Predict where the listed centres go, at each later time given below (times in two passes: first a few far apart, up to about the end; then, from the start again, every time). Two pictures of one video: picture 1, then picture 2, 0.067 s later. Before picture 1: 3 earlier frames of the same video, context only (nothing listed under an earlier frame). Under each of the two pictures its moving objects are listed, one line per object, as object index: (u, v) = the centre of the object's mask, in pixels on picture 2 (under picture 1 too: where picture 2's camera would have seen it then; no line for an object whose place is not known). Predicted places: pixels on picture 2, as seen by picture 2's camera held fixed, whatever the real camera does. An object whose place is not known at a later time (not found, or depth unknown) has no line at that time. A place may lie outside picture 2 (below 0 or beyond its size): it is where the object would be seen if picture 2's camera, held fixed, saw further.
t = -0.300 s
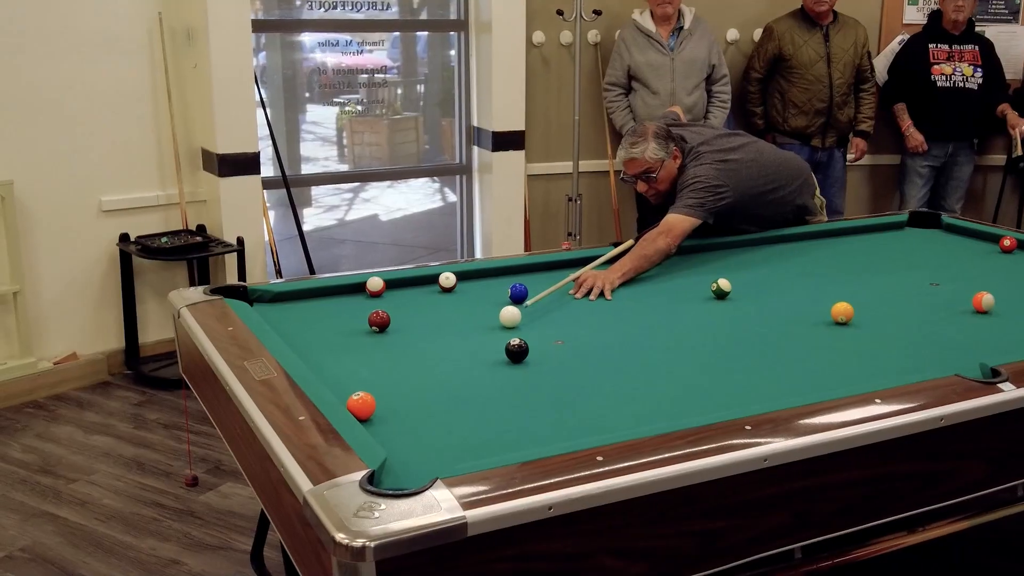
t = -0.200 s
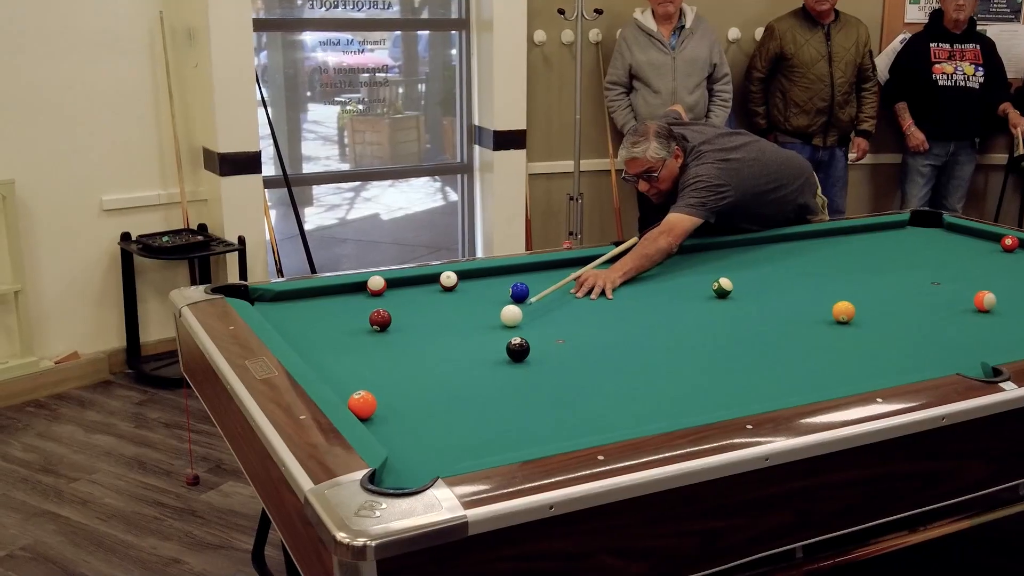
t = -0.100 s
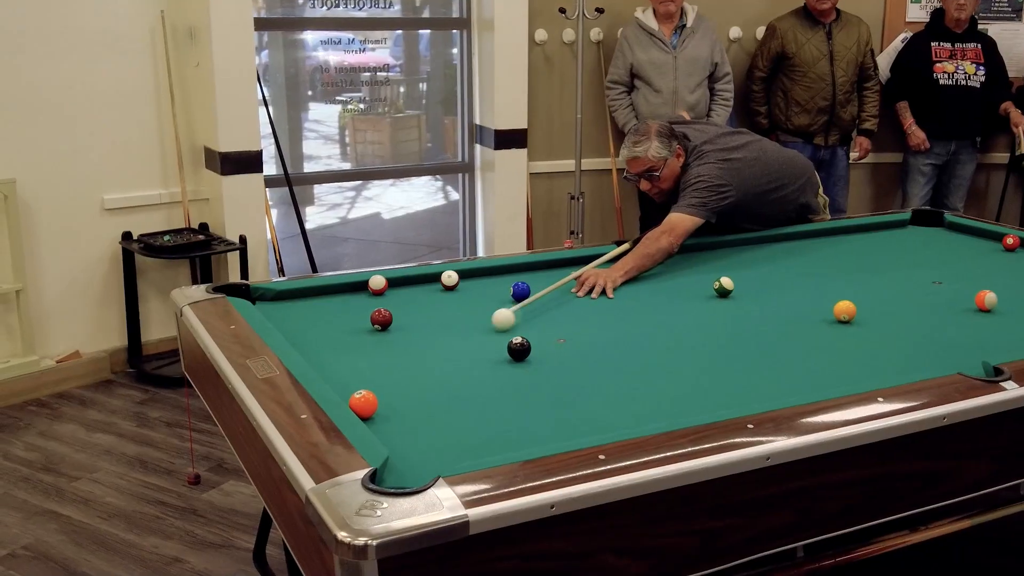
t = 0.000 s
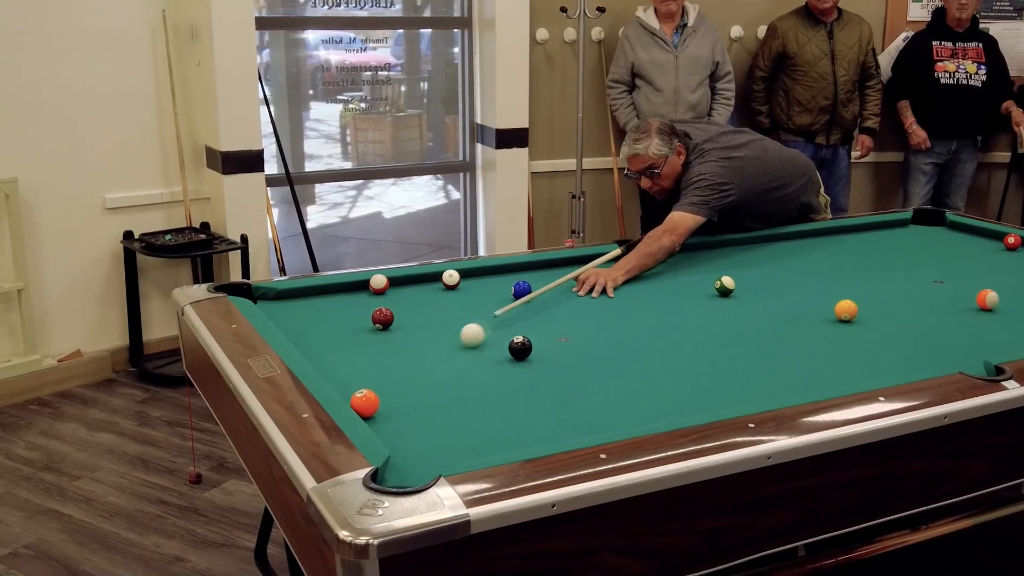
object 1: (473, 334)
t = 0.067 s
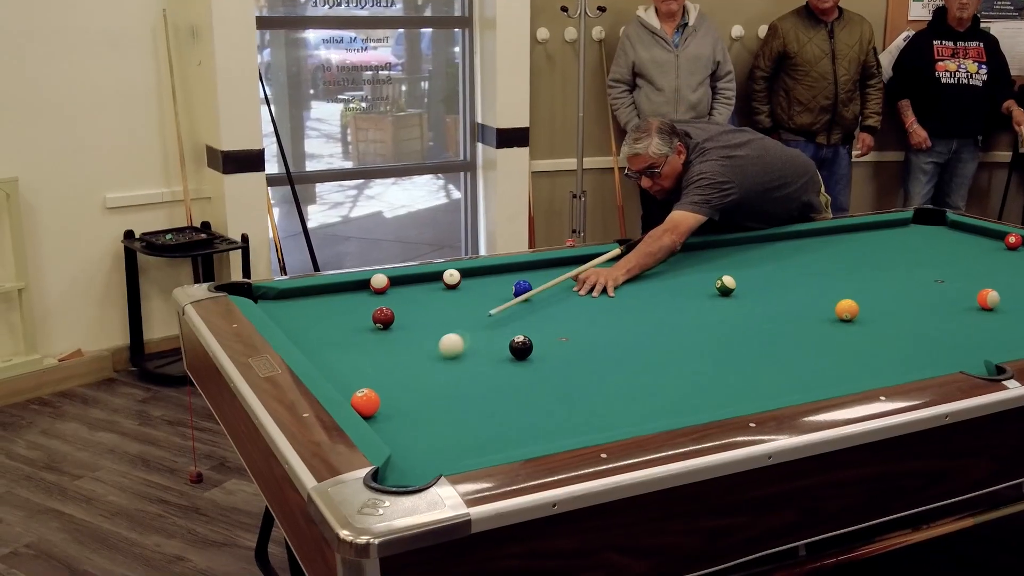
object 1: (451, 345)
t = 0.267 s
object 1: (377, 381)
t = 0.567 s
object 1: (410, 380)
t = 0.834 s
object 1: (465, 367)
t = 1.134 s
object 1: (519, 354)
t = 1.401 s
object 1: (555, 355)
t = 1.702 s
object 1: (592, 355)
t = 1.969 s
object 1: (623, 354)
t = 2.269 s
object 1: (654, 355)
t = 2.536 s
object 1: (680, 355)
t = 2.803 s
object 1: (703, 355)
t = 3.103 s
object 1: (725, 356)
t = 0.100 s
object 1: (440, 351)
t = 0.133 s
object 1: (428, 357)
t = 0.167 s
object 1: (416, 363)
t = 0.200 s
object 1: (403, 369)
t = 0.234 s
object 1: (390, 376)
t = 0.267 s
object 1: (377, 381)
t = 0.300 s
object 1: (362, 385)
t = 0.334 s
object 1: (350, 389)
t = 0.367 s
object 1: (359, 389)
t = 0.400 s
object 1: (370, 387)
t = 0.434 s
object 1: (379, 386)
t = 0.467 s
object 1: (387, 385)
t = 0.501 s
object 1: (395, 383)
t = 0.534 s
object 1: (402, 381)
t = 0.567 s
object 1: (410, 380)
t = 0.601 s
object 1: (417, 378)
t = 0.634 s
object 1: (424, 376)
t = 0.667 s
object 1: (431, 375)
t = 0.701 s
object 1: (438, 373)
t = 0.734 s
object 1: (445, 371)
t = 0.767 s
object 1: (452, 370)
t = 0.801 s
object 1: (458, 368)
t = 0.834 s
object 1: (465, 367)
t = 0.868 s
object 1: (471, 365)
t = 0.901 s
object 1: (478, 363)
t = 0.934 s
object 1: (484, 362)
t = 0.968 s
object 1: (490, 361)
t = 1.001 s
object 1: (496, 359)
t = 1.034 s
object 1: (503, 357)
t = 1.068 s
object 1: (509, 356)
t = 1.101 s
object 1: (515, 354)
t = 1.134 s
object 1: (519, 354)
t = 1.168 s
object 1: (524, 354)
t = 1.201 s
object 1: (529, 354)
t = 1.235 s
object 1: (533, 355)
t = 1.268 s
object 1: (537, 354)
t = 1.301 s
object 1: (542, 354)
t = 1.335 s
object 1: (546, 355)
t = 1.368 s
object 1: (551, 355)
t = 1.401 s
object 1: (555, 355)
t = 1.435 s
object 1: (559, 355)
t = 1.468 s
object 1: (564, 354)
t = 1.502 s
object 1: (568, 355)
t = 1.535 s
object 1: (572, 355)
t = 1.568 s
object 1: (576, 355)
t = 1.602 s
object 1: (580, 355)
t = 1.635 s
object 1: (584, 355)
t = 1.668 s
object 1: (588, 355)
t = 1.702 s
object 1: (592, 355)
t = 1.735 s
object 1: (596, 355)
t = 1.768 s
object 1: (600, 355)
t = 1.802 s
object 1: (604, 355)
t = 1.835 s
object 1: (608, 355)
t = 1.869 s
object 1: (612, 355)
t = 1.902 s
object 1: (616, 355)
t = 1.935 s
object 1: (619, 354)
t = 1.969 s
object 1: (623, 354)
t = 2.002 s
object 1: (627, 354)
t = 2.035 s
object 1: (630, 354)
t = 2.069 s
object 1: (634, 354)
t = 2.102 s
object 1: (637, 355)
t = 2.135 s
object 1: (641, 355)
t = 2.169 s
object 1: (644, 355)
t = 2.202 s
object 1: (648, 354)
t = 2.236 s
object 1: (651, 355)
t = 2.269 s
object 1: (654, 355)
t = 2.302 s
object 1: (658, 355)
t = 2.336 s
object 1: (661, 355)
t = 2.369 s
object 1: (664, 355)
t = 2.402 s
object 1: (668, 355)
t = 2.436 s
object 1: (671, 355)
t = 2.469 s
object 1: (674, 355)
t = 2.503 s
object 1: (677, 355)
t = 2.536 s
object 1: (680, 355)
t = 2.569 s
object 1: (683, 355)
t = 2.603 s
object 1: (686, 355)
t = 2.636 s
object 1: (689, 355)
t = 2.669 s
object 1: (692, 355)
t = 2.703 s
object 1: (695, 355)
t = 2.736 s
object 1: (697, 355)
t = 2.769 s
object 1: (700, 355)
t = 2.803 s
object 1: (703, 355)
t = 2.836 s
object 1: (705, 355)
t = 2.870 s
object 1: (708, 355)
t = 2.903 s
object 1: (711, 355)
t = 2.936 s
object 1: (713, 355)
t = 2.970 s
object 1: (715, 355)
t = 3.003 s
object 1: (718, 356)
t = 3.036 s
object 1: (720, 356)
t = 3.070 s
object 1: (723, 356)
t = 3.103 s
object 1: (725, 356)
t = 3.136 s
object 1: (727, 356)
